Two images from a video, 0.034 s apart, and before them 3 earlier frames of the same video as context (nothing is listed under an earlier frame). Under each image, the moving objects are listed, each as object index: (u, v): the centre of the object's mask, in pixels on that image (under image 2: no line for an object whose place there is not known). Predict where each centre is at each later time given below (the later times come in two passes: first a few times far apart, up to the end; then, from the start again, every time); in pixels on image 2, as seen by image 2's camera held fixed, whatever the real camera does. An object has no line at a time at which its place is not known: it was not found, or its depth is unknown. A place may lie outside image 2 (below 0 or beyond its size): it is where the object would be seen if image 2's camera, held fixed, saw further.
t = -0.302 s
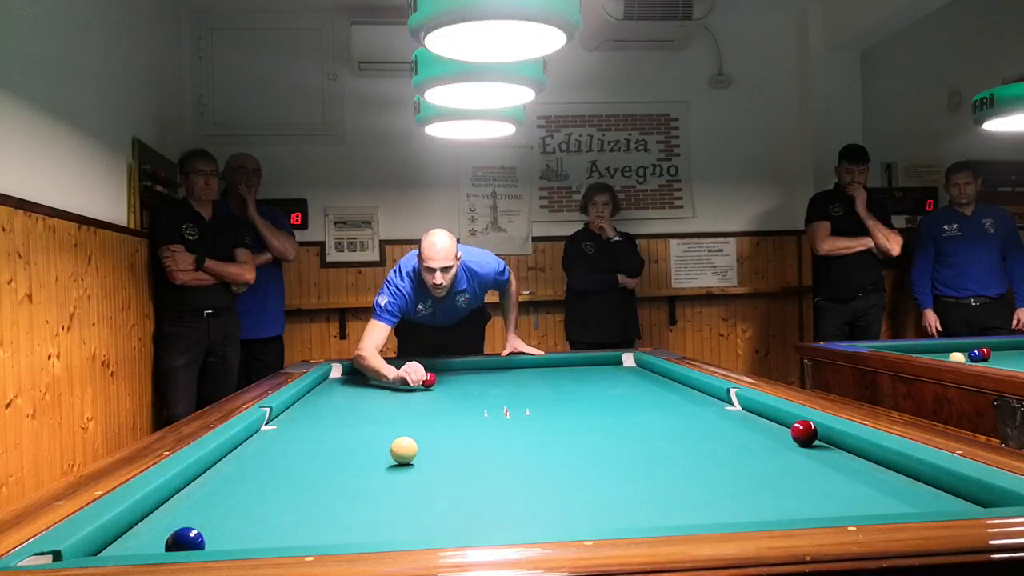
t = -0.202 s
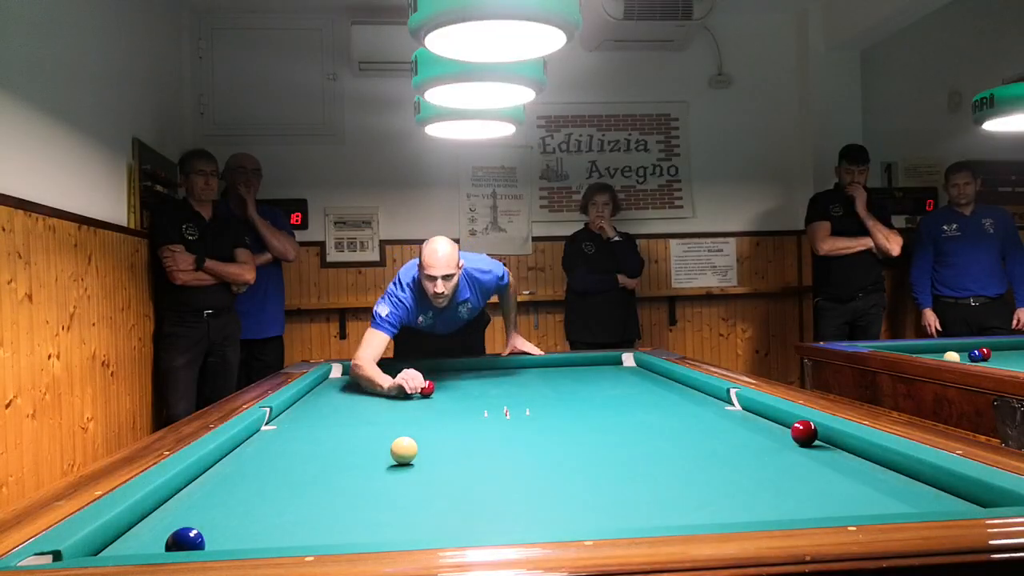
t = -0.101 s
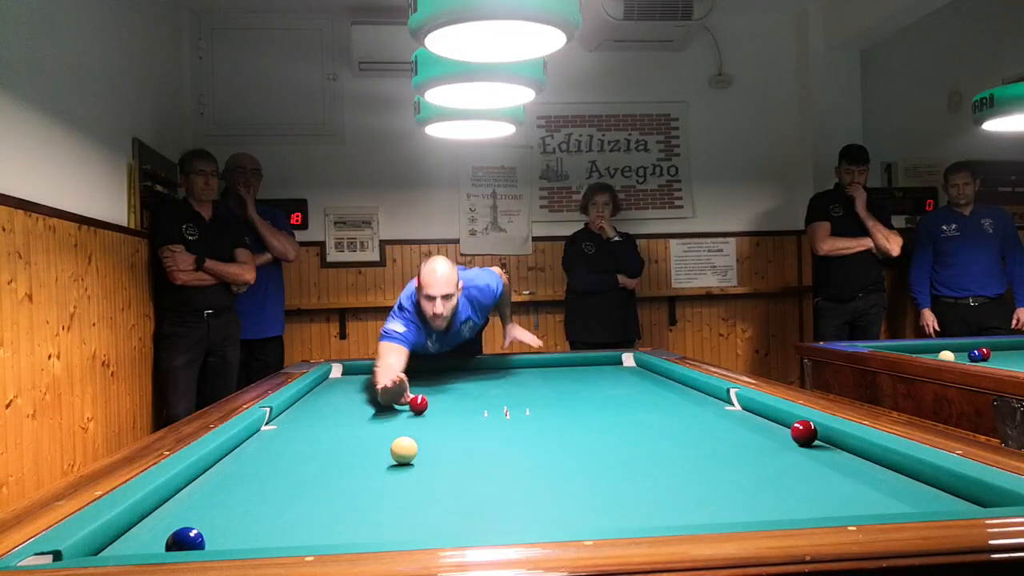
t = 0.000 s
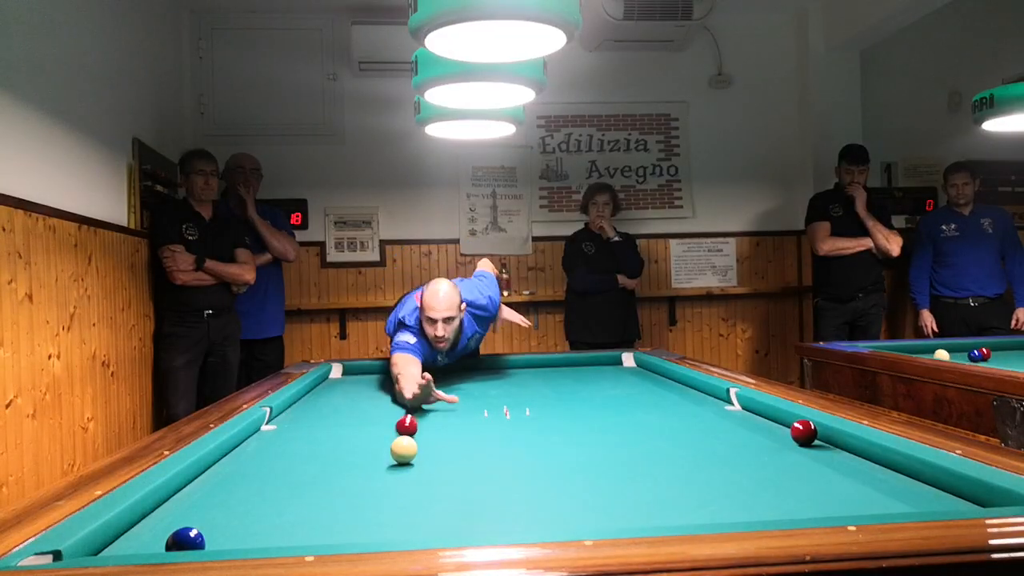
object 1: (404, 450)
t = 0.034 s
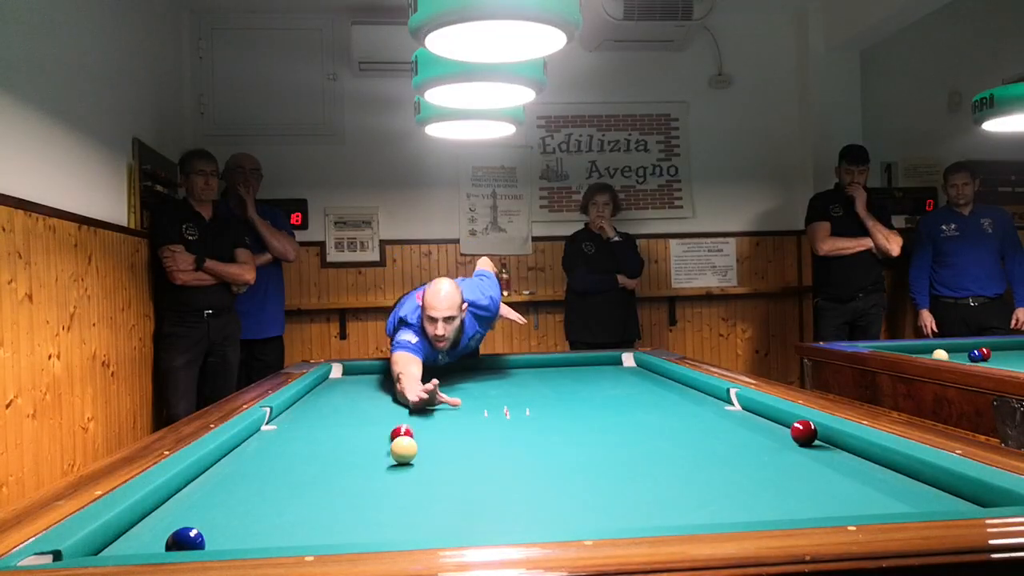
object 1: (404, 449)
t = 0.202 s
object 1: (467, 500)
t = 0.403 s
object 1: (535, 494)
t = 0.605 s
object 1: (543, 444)
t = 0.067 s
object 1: (406, 451)
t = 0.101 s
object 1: (419, 461)
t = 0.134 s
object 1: (433, 473)
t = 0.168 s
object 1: (449, 486)
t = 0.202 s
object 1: (467, 500)
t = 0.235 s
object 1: (487, 515)
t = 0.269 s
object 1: (509, 524)
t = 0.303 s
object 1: (527, 525)
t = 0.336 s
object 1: (530, 517)
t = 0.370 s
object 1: (532, 507)
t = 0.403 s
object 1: (535, 494)
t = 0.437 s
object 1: (536, 483)
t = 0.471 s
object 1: (538, 473)
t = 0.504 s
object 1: (539, 465)
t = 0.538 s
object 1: (541, 457)
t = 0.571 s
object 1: (542, 450)
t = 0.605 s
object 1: (543, 444)
